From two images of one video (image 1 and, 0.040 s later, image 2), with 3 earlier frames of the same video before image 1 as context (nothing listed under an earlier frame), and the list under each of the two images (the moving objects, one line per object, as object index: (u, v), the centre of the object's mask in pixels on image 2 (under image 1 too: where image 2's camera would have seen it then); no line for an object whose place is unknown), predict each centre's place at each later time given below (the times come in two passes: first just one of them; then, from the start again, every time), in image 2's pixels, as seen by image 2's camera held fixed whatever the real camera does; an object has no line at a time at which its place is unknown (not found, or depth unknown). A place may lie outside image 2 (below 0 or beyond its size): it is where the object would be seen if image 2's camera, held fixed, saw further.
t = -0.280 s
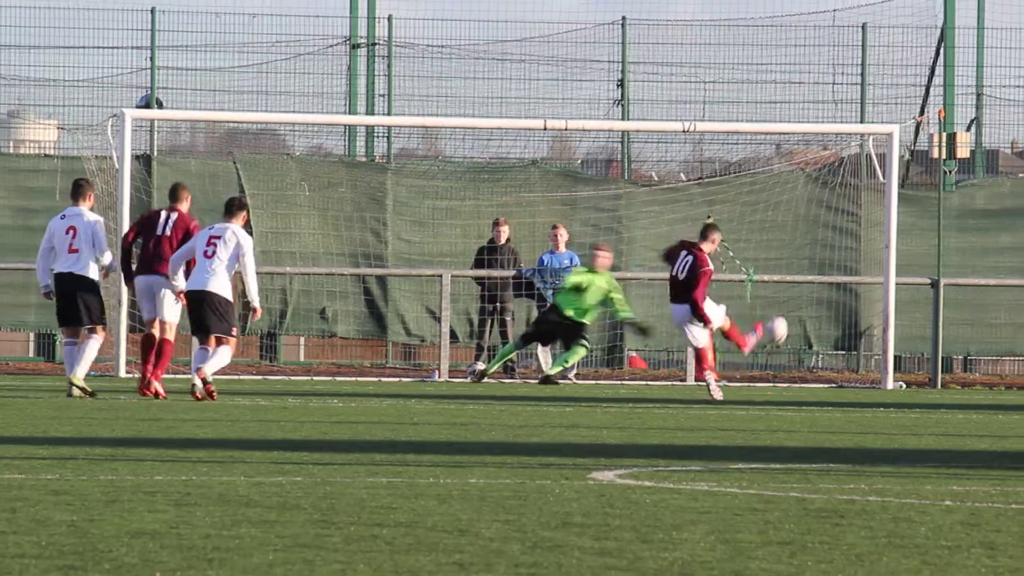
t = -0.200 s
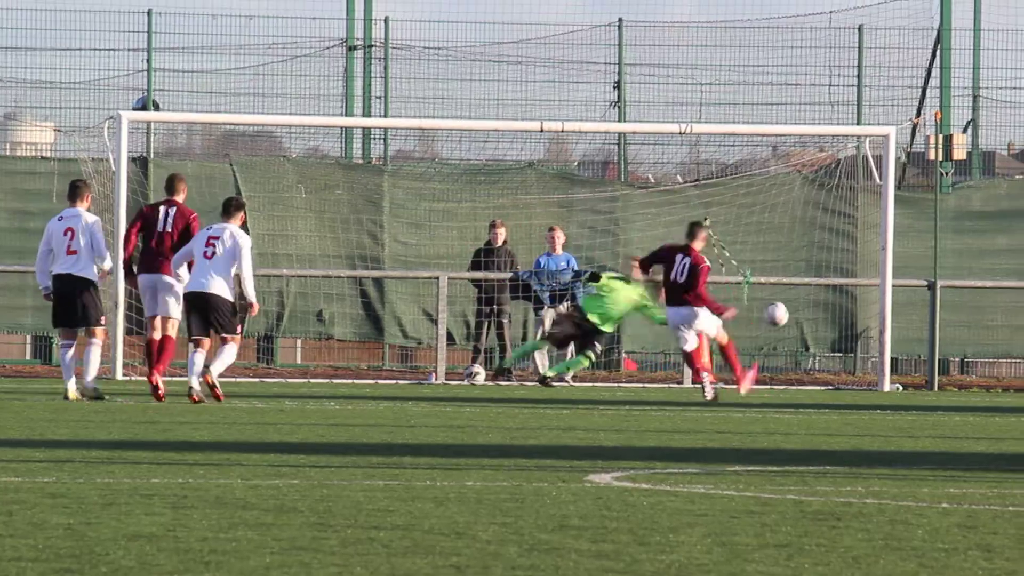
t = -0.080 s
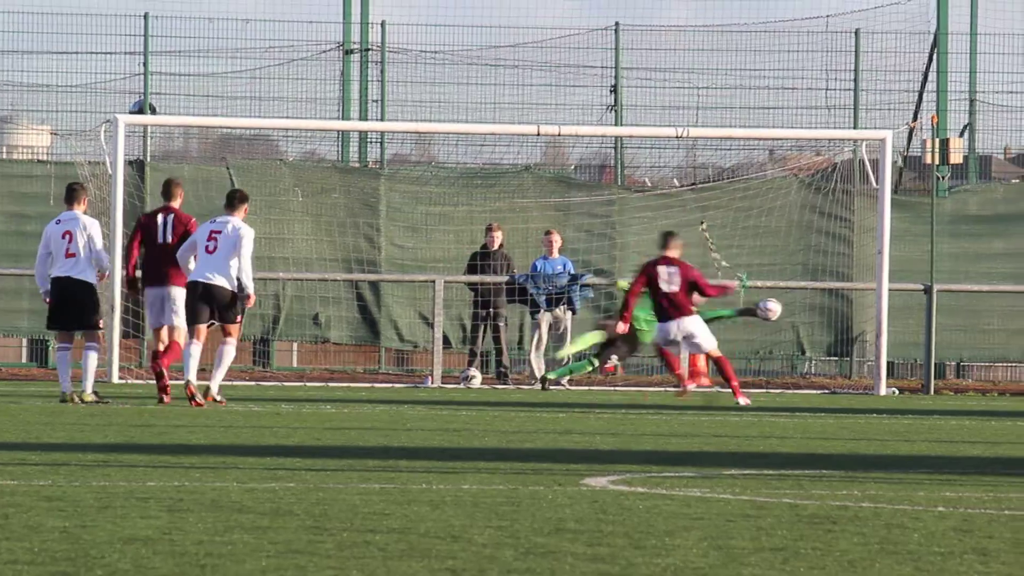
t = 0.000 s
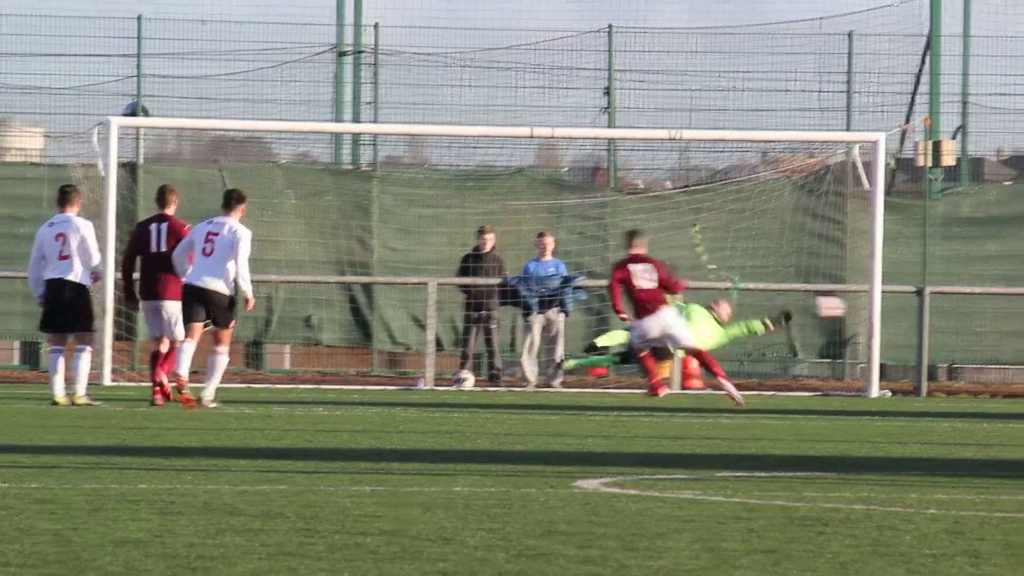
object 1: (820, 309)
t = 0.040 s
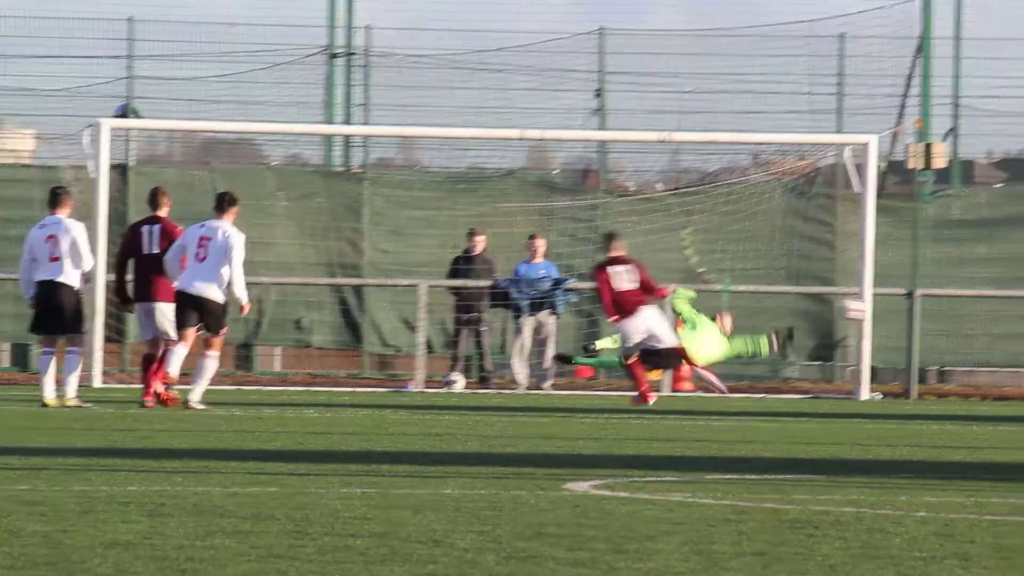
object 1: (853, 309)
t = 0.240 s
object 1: (1027, 333)
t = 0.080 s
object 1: (893, 312)
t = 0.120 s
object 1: (926, 314)
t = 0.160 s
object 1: (960, 319)
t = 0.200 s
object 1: (994, 325)
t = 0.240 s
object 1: (1027, 333)
